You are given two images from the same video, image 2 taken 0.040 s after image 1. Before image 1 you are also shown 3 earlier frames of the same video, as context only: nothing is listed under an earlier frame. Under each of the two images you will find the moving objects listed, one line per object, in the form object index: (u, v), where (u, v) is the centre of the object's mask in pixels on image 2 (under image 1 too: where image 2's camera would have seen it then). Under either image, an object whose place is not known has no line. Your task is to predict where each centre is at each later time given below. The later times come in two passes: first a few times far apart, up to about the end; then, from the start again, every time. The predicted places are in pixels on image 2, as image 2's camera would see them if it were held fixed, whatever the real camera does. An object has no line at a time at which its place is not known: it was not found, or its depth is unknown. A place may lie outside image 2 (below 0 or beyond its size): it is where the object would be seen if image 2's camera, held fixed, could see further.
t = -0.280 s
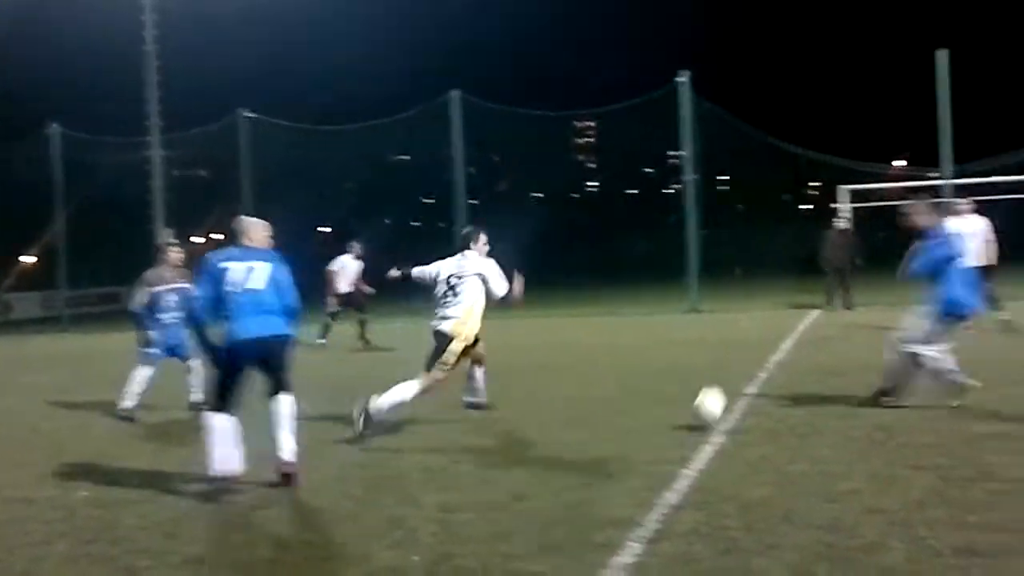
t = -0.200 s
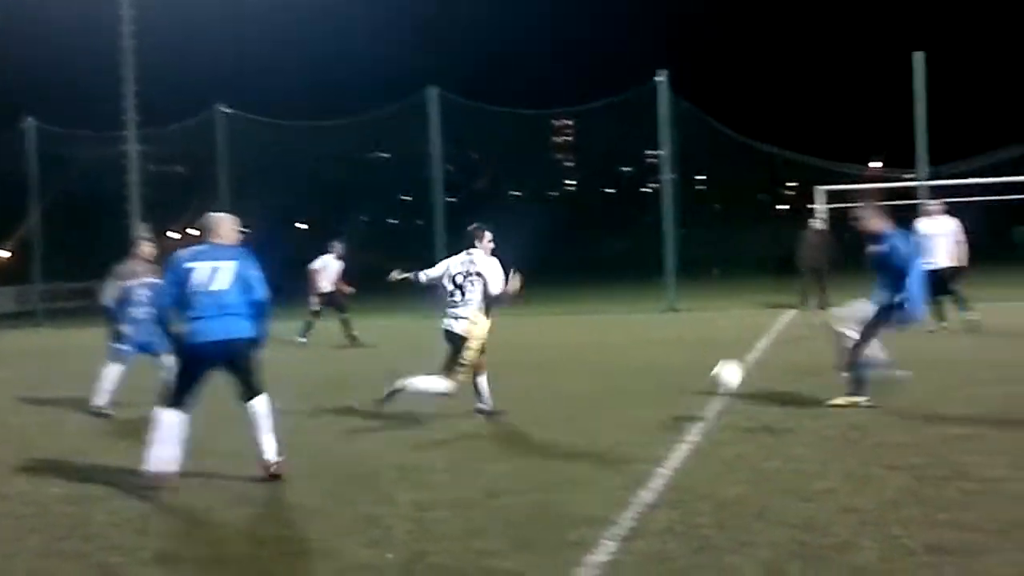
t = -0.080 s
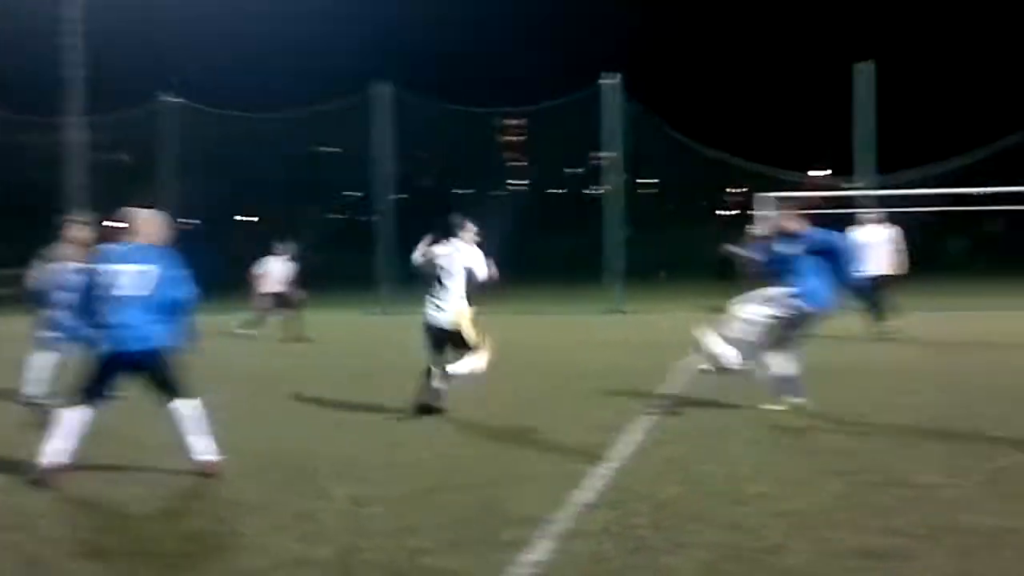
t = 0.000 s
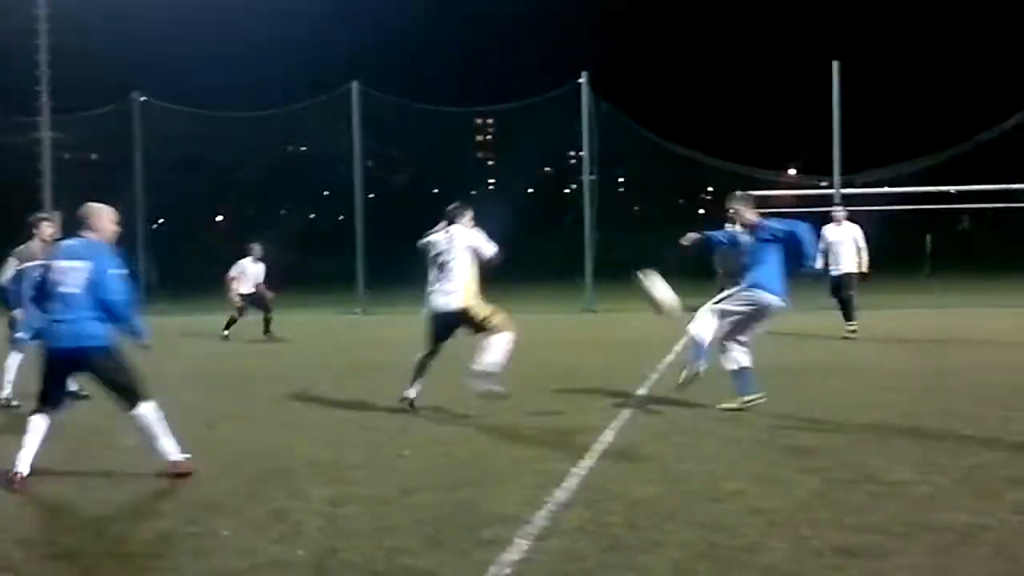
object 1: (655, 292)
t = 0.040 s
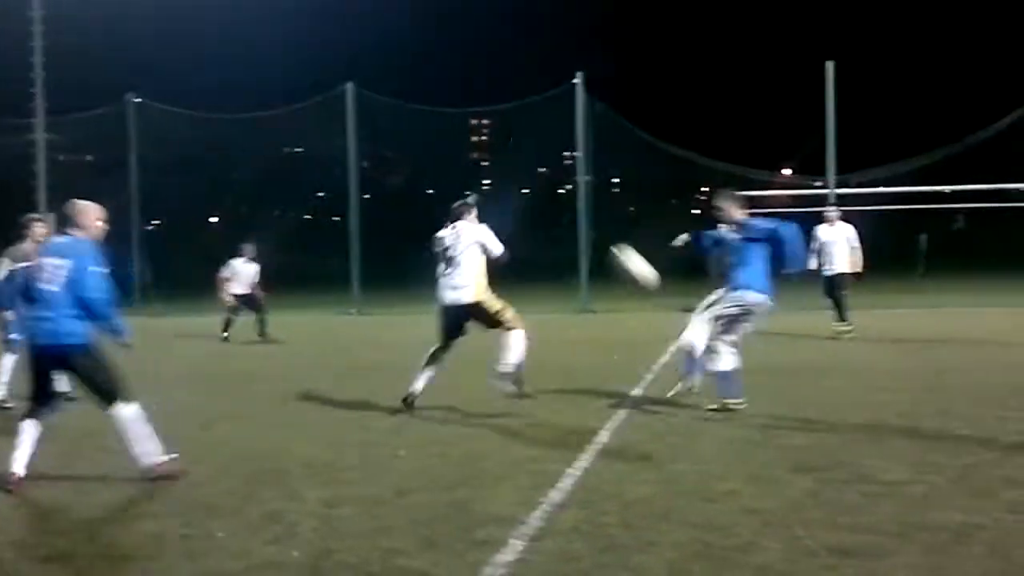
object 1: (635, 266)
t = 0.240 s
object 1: (530, 157)
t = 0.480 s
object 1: (385, 78)
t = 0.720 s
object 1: (206, 82)
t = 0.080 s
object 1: (617, 243)
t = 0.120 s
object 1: (597, 219)
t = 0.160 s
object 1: (574, 196)
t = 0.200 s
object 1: (553, 174)
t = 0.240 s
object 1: (530, 157)
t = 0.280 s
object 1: (507, 140)
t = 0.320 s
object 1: (485, 124)
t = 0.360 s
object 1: (460, 111)
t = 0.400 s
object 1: (435, 96)
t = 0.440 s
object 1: (411, 85)
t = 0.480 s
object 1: (385, 78)
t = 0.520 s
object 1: (361, 71)
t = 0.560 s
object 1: (331, 69)
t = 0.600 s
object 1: (301, 68)
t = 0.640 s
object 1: (271, 70)
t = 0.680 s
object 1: (239, 73)
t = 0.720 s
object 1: (206, 82)
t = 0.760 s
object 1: (172, 93)
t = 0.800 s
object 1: (137, 109)
